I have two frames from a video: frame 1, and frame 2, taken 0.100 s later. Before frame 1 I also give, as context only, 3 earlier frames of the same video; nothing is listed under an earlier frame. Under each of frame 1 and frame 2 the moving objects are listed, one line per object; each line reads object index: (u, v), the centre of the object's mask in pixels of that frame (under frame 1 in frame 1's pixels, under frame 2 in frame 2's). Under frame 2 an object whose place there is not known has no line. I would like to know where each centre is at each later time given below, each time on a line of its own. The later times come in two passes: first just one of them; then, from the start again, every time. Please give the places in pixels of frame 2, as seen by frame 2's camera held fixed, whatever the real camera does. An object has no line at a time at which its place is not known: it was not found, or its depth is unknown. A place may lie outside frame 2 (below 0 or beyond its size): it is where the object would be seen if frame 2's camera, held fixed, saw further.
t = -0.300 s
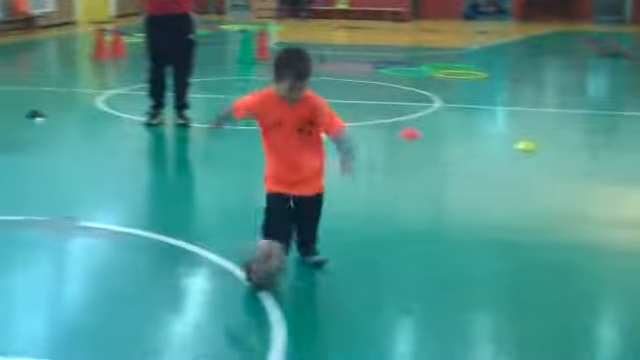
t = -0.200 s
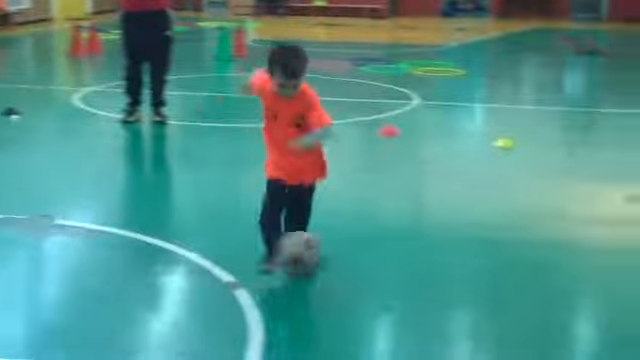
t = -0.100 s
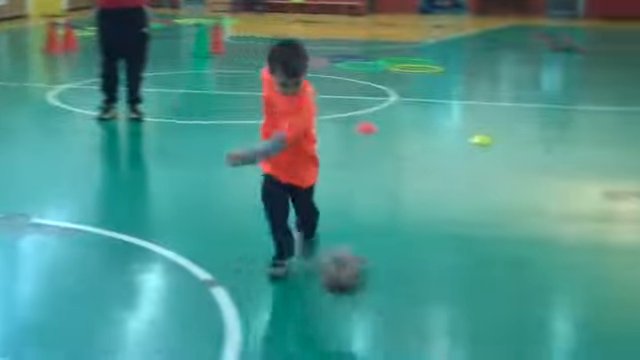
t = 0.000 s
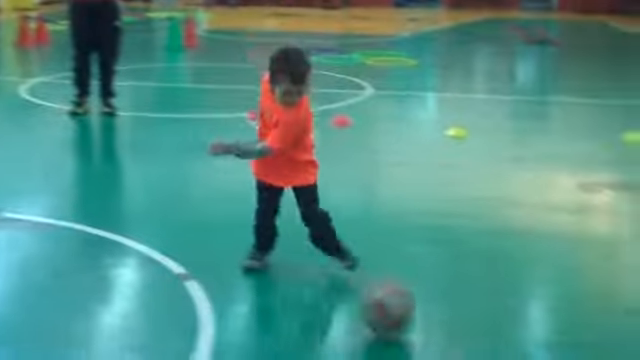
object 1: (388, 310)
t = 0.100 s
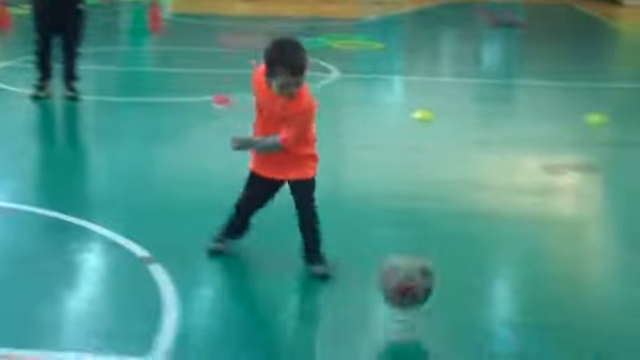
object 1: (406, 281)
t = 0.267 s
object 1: (491, 303)
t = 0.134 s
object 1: (422, 280)
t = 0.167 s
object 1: (440, 281)
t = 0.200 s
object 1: (457, 285)
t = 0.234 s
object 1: (474, 294)
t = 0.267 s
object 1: (491, 303)
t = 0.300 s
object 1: (507, 317)
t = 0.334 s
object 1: (523, 319)
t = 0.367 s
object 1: (543, 313)
